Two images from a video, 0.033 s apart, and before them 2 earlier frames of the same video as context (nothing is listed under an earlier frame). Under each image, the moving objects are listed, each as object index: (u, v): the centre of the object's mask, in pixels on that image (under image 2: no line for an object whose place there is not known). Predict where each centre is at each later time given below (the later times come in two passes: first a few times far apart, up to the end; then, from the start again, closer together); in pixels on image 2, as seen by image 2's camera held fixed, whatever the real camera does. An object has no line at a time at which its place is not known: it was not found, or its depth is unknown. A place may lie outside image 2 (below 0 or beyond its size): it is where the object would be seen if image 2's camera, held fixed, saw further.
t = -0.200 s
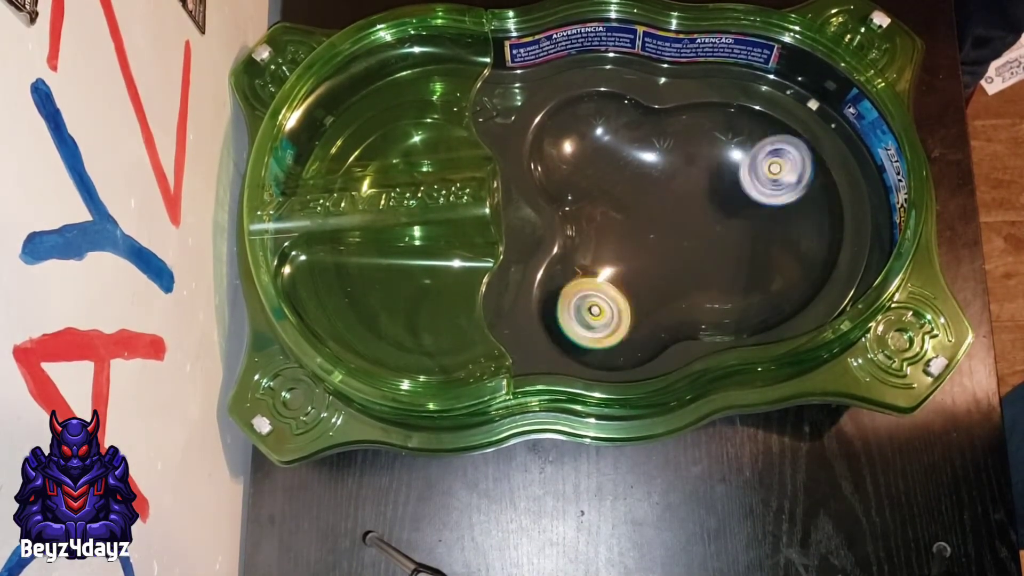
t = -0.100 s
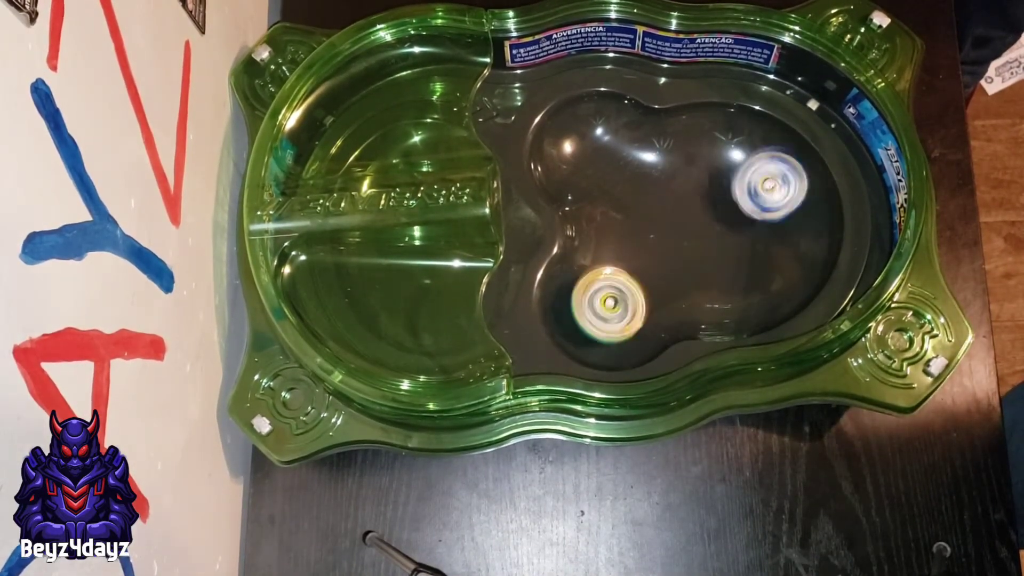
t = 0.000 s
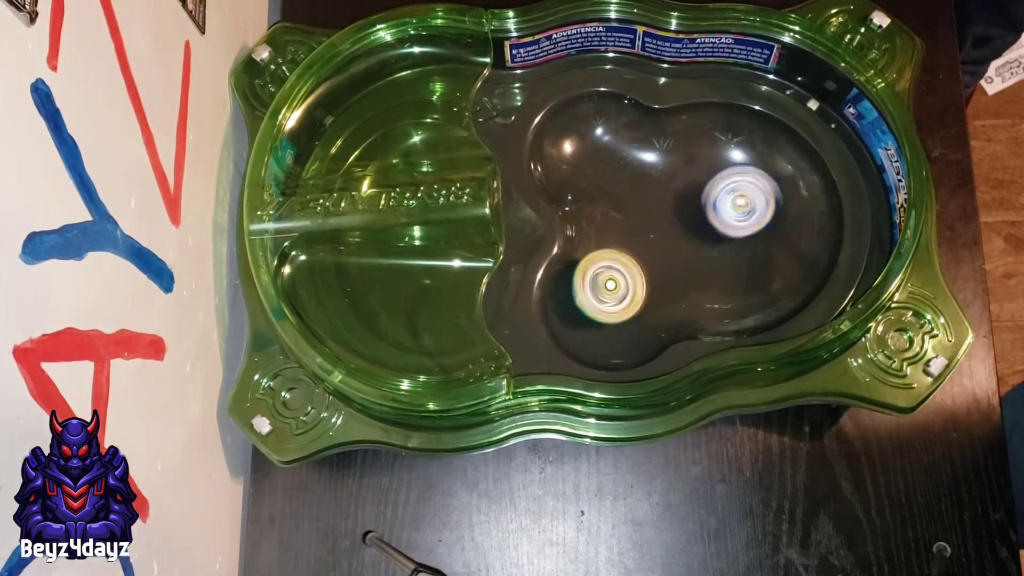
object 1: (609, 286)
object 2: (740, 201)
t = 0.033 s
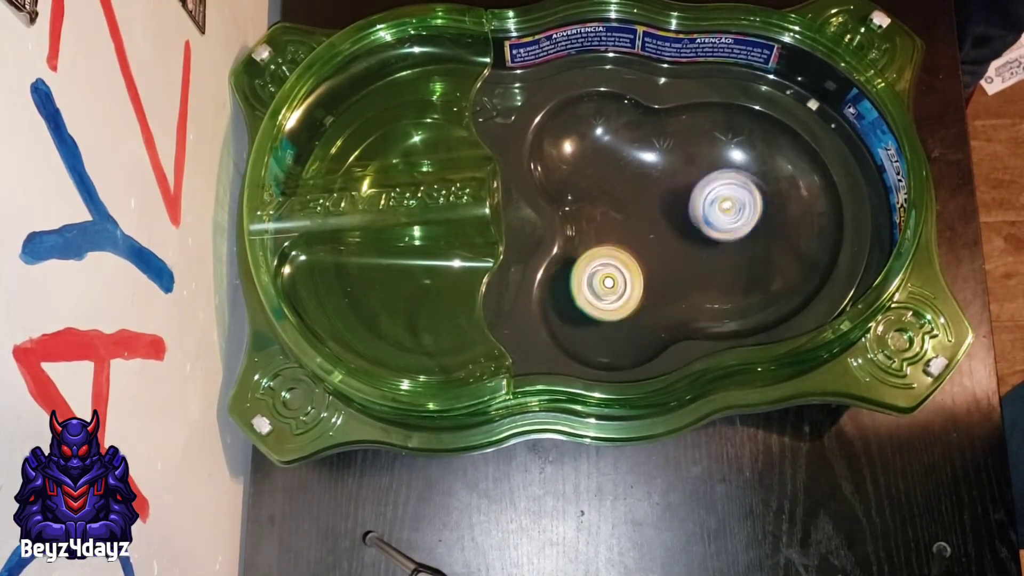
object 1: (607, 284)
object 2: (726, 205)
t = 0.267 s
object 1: (642, 299)
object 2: (621, 204)
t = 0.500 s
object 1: (760, 248)
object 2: (575, 140)
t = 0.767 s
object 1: (712, 151)
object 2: (637, 167)
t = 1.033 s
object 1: (751, 198)
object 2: (573, 157)
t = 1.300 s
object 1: (756, 256)
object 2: (678, 151)
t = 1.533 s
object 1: (698, 253)
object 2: (772, 198)
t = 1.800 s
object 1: (593, 260)
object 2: (760, 264)
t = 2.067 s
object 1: (640, 310)
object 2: (665, 235)
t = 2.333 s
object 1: (651, 256)
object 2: (631, 187)
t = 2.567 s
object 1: (670, 234)
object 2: (605, 163)
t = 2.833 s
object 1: (739, 208)
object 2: (612, 160)
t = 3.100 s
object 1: (743, 201)
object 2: (665, 173)
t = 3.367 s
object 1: (728, 246)
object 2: (662, 189)
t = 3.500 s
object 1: (712, 261)
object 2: (661, 206)
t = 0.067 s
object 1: (604, 284)
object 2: (712, 207)
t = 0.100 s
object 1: (604, 285)
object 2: (698, 210)
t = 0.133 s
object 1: (606, 288)
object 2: (682, 212)
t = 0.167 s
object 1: (613, 288)
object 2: (667, 212)
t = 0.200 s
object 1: (621, 288)
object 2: (651, 215)
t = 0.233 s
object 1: (629, 290)
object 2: (634, 214)
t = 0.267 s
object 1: (642, 299)
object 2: (621, 204)
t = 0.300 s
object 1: (655, 303)
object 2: (609, 194)
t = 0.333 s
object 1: (671, 299)
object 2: (598, 183)
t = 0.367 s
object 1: (688, 293)
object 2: (588, 171)
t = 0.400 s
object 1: (707, 283)
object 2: (581, 163)
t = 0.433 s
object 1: (726, 272)
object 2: (574, 153)
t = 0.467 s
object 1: (745, 260)
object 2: (574, 147)
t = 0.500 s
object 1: (760, 248)
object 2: (575, 140)
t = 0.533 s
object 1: (771, 232)
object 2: (582, 136)
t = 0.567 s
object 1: (776, 217)
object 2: (589, 134)
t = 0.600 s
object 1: (777, 199)
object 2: (597, 136)
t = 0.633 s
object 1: (773, 184)
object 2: (604, 140)
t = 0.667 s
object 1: (762, 169)
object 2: (613, 147)
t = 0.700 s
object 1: (749, 159)
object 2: (620, 153)
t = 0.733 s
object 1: (731, 152)
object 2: (630, 161)
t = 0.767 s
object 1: (712, 151)
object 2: (637, 167)
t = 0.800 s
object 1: (709, 154)
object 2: (631, 177)
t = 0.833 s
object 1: (725, 155)
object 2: (611, 186)
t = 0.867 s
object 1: (734, 161)
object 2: (598, 191)
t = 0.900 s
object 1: (740, 168)
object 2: (589, 188)
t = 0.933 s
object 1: (743, 174)
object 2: (581, 184)
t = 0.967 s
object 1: (746, 181)
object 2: (575, 176)
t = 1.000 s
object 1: (749, 188)
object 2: (571, 166)
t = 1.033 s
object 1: (751, 198)
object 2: (573, 157)
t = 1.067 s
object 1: (755, 208)
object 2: (578, 148)
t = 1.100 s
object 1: (758, 218)
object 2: (587, 144)
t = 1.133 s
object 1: (761, 228)
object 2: (598, 142)
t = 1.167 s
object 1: (762, 236)
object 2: (611, 143)
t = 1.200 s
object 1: (763, 244)
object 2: (627, 143)
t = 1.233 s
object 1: (761, 249)
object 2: (642, 146)
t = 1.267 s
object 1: (759, 253)
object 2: (660, 148)
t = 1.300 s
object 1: (756, 256)
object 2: (678, 151)
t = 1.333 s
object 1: (754, 258)
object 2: (696, 157)
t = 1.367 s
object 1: (748, 260)
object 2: (714, 163)
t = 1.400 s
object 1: (742, 261)
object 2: (729, 170)
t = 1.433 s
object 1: (735, 260)
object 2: (741, 176)
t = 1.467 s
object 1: (723, 259)
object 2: (752, 184)
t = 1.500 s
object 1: (712, 256)
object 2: (762, 191)
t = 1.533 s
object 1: (698, 253)
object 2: (772, 198)
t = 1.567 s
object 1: (682, 249)
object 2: (781, 207)
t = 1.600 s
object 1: (664, 246)
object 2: (786, 216)
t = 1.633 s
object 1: (647, 243)
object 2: (789, 227)
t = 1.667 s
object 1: (629, 240)
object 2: (787, 236)
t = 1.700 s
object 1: (616, 240)
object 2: (783, 245)
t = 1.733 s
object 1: (604, 242)
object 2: (777, 252)
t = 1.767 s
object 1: (597, 249)
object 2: (769, 259)
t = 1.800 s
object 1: (593, 260)
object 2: (760, 264)
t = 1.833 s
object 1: (589, 273)
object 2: (748, 269)
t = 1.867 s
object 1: (589, 292)
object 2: (736, 272)
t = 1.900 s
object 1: (596, 311)
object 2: (708, 272)
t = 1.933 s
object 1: (608, 313)
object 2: (694, 270)
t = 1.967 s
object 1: (620, 313)
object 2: (680, 266)
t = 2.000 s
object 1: (629, 311)
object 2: (671, 260)
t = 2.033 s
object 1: (633, 313)
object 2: (669, 249)
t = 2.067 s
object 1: (640, 310)
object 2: (665, 235)
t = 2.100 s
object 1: (644, 305)
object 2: (662, 225)
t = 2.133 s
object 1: (651, 300)
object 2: (660, 212)
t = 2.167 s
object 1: (655, 293)
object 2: (654, 207)
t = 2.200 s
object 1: (658, 285)
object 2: (649, 199)
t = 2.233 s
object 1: (657, 280)
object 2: (643, 195)
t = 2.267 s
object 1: (657, 272)
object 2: (639, 194)
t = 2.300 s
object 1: (655, 263)
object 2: (635, 190)
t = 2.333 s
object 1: (651, 256)
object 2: (631, 187)
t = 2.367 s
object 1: (651, 254)
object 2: (626, 182)
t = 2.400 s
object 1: (651, 250)
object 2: (619, 177)
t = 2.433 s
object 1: (650, 246)
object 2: (614, 176)
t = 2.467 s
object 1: (653, 243)
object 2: (615, 173)
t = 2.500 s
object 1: (660, 243)
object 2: (612, 166)
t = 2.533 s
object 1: (663, 239)
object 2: (609, 163)
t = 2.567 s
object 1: (670, 234)
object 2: (605, 163)
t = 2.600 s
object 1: (679, 235)
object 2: (606, 162)
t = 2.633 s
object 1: (686, 229)
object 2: (606, 162)
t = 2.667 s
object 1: (696, 225)
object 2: (606, 160)
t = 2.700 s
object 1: (704, 225)
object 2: (606, 157)
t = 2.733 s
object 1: (715, 219)
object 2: (606, 160)
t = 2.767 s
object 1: (724, 215)
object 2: (607, 161)
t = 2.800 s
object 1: (731, 212)
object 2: (612, 159)
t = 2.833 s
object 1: (739, 208)
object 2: (612, 160)
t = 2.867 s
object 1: (743, 206)
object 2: (615, 160)
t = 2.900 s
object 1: (747, 203)
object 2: (622, 161)
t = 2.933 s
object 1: (750, 201)
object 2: (625, 164)
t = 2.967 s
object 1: (751, 200)
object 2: (633, 163)
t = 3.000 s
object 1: (751, 199)
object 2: (642, 164)
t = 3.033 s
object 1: (749, 199)
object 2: (646, 167)
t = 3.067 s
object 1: (747, 200)
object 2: (655, 169)
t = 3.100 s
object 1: (743, 201)
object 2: (665, 173)
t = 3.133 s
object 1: (737, 204)
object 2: (670, 173)
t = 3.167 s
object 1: (736, 209)
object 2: (667, 174)
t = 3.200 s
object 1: (731, 216)
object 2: (667, 179)
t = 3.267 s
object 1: (729, 227)
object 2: (666, 182)
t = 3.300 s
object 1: (727, 232)
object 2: (666, 184)
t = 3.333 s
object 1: (725, 238)
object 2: (665, 189)
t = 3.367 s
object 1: (728, 246)
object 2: (662, 189)
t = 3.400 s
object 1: (721, 252)
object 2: (662, 196)
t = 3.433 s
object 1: (717, 256)
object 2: (660, 199)
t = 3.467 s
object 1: (716, 257)
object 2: (662, 203)
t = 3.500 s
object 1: (712, 261)
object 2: (661, 206)
